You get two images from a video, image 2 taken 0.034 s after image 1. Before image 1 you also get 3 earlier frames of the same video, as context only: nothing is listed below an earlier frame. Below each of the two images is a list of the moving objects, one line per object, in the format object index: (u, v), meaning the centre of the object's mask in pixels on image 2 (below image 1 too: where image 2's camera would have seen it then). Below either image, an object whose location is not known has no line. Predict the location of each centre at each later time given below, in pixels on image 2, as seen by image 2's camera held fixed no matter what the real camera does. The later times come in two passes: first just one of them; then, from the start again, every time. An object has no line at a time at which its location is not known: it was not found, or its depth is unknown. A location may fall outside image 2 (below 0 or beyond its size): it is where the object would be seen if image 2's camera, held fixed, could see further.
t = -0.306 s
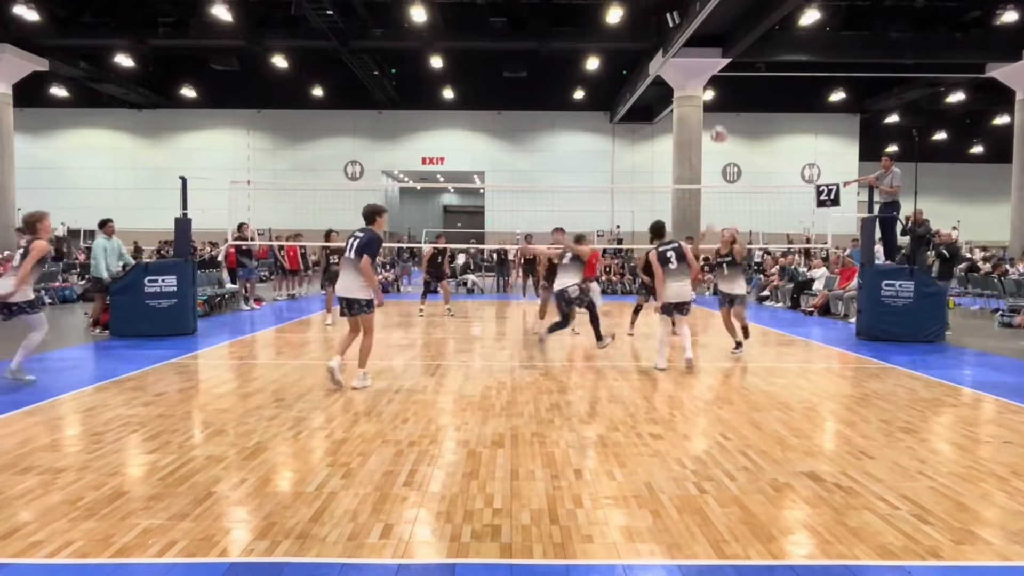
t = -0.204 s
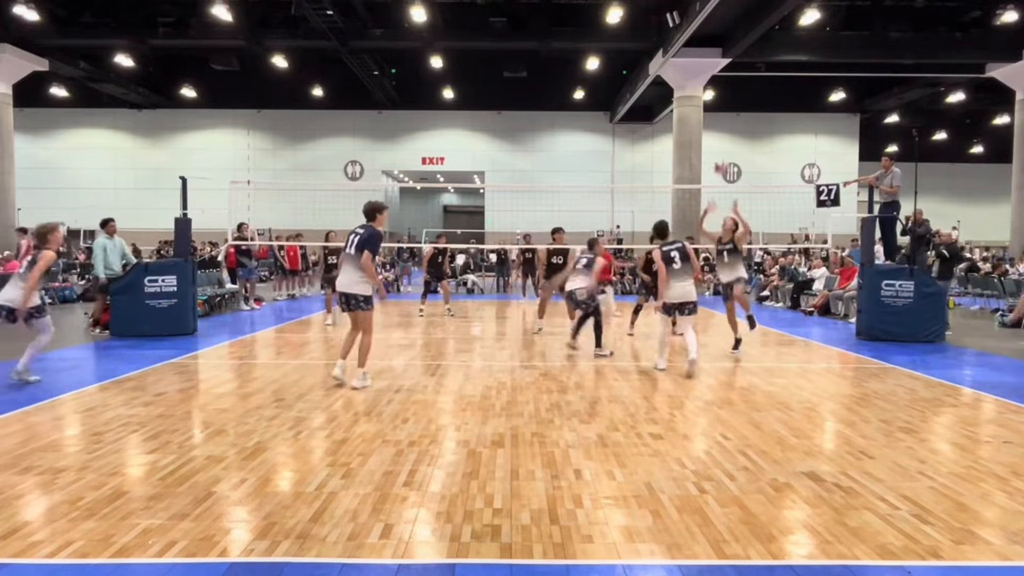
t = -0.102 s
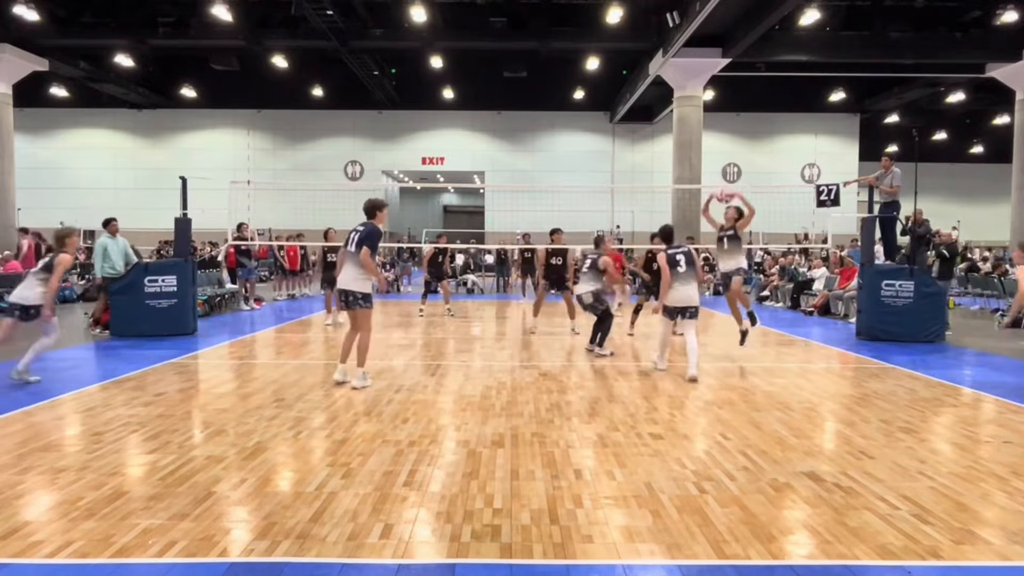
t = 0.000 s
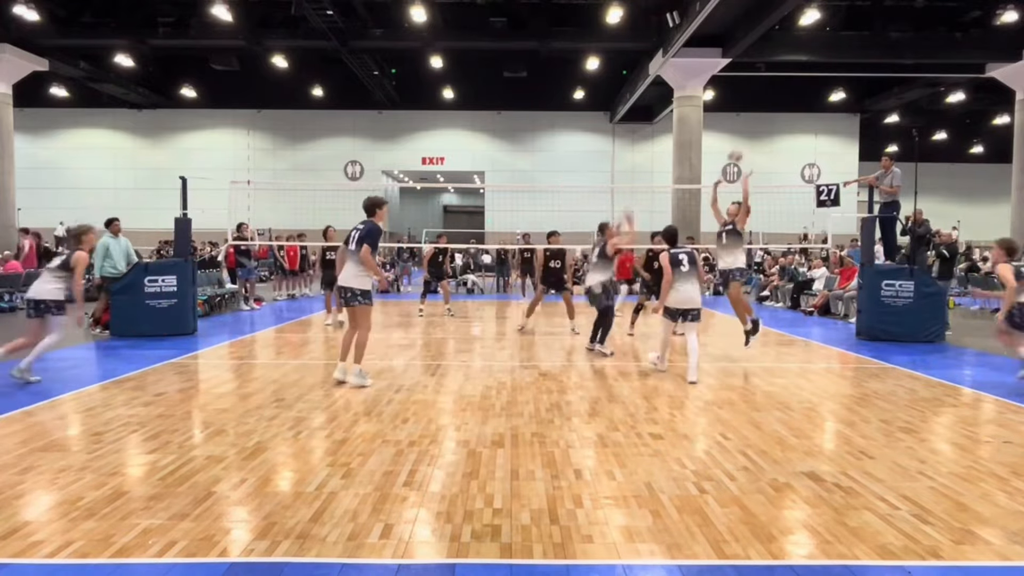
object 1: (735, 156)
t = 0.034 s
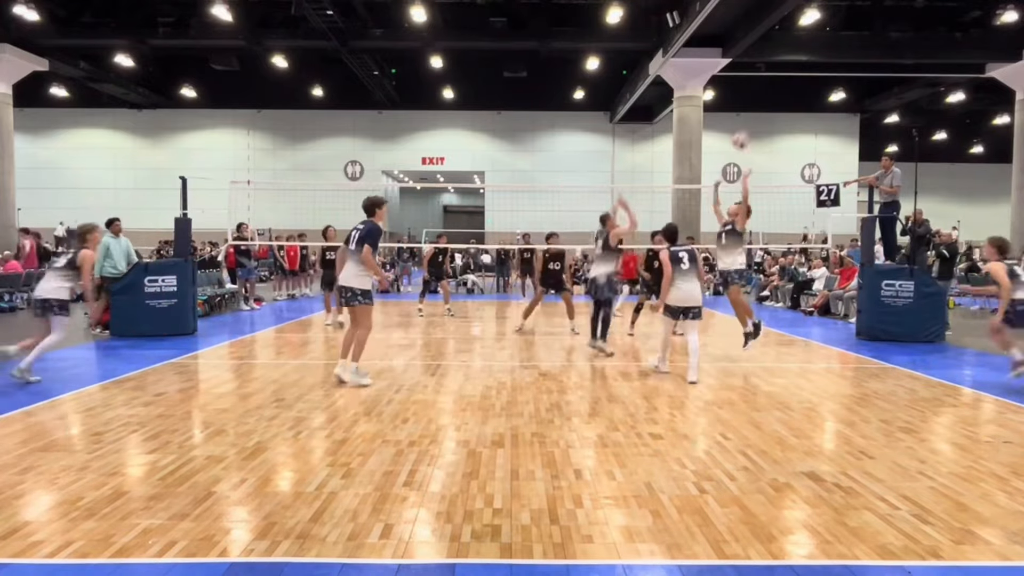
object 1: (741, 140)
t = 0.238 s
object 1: (768, 78)
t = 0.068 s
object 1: (745, 127)
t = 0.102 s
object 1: (750, 115)
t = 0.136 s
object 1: (754, 105)
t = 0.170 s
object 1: (759, 95)
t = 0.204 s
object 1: (763, 86)
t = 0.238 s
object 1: (768, 78)
